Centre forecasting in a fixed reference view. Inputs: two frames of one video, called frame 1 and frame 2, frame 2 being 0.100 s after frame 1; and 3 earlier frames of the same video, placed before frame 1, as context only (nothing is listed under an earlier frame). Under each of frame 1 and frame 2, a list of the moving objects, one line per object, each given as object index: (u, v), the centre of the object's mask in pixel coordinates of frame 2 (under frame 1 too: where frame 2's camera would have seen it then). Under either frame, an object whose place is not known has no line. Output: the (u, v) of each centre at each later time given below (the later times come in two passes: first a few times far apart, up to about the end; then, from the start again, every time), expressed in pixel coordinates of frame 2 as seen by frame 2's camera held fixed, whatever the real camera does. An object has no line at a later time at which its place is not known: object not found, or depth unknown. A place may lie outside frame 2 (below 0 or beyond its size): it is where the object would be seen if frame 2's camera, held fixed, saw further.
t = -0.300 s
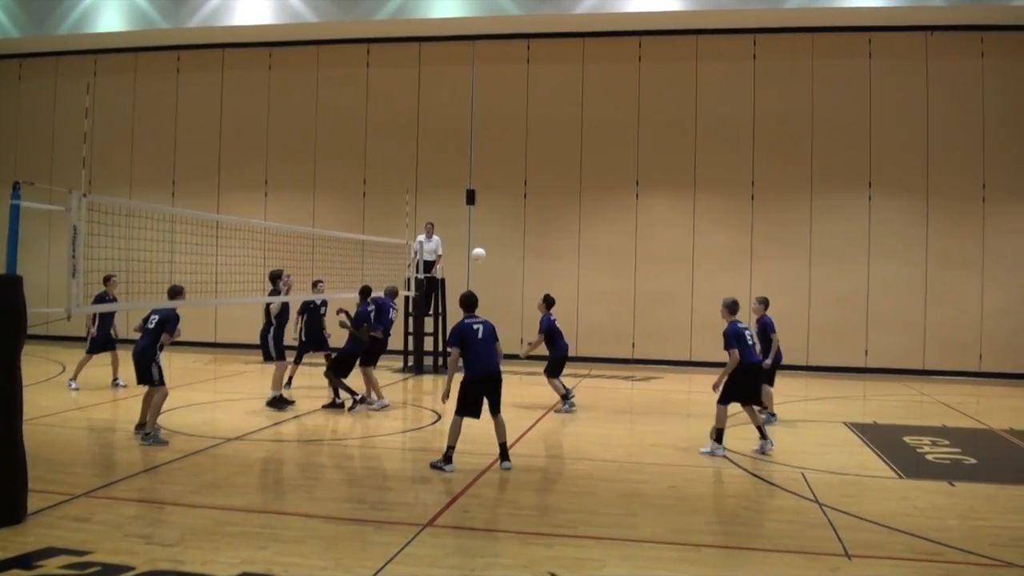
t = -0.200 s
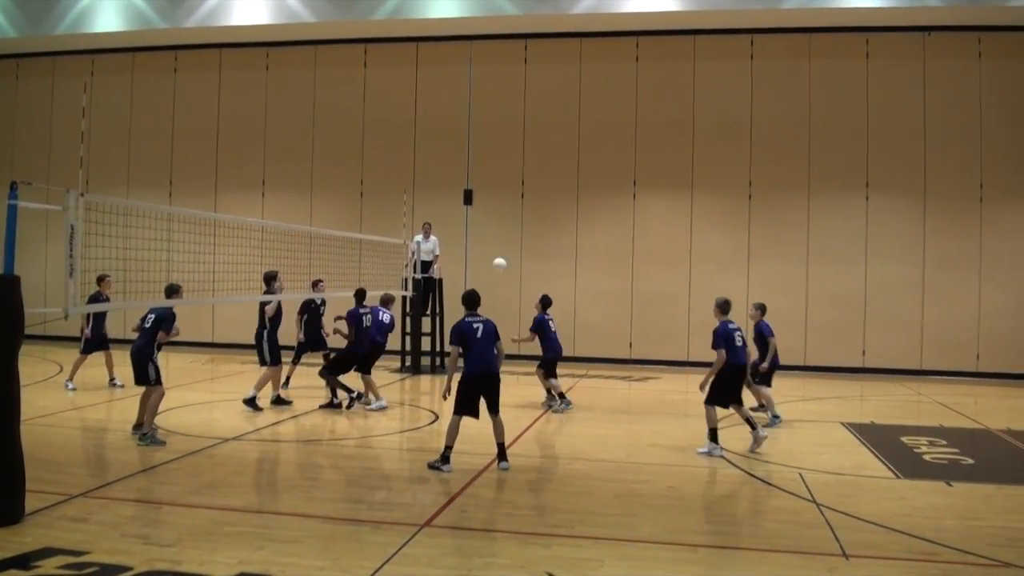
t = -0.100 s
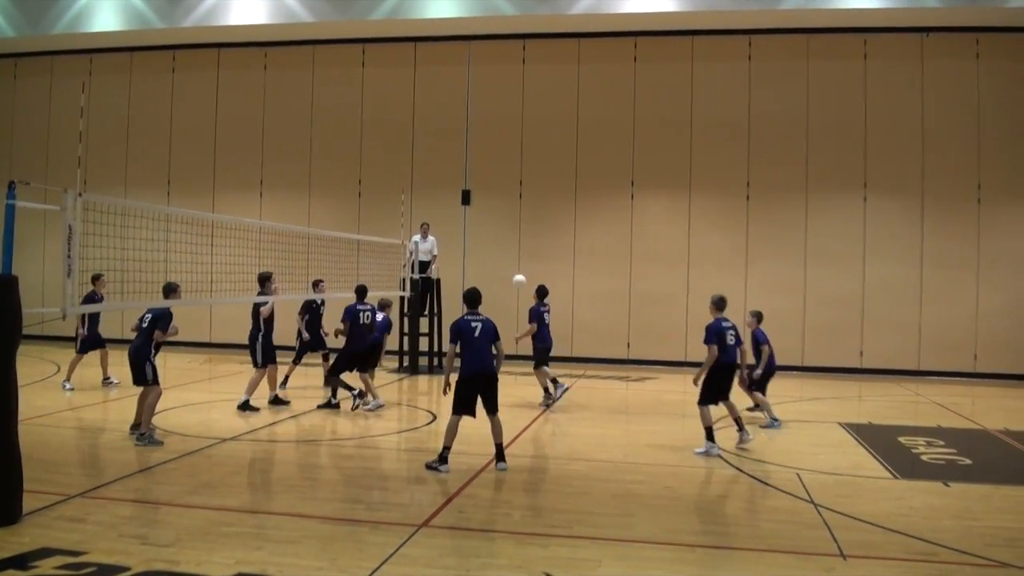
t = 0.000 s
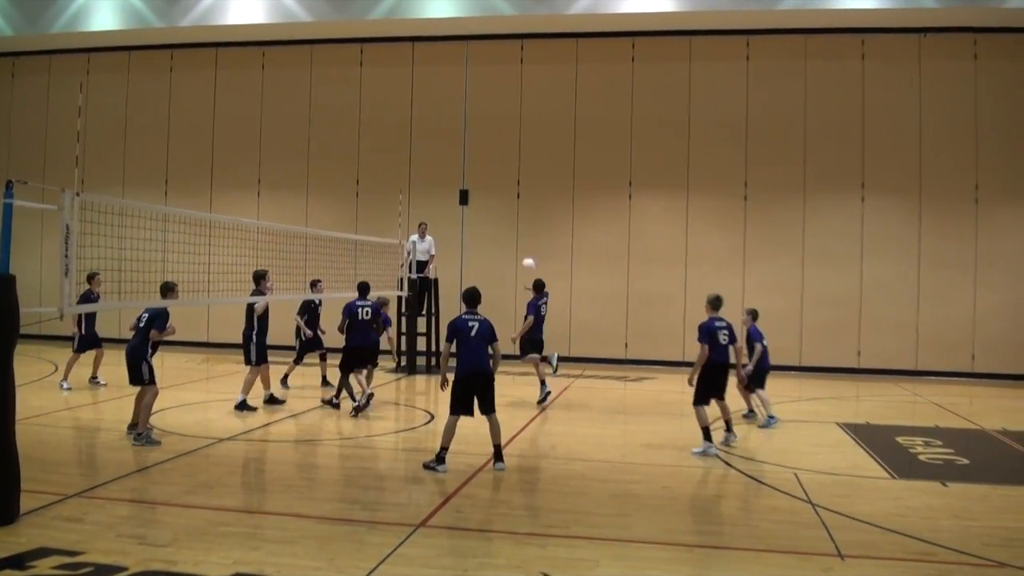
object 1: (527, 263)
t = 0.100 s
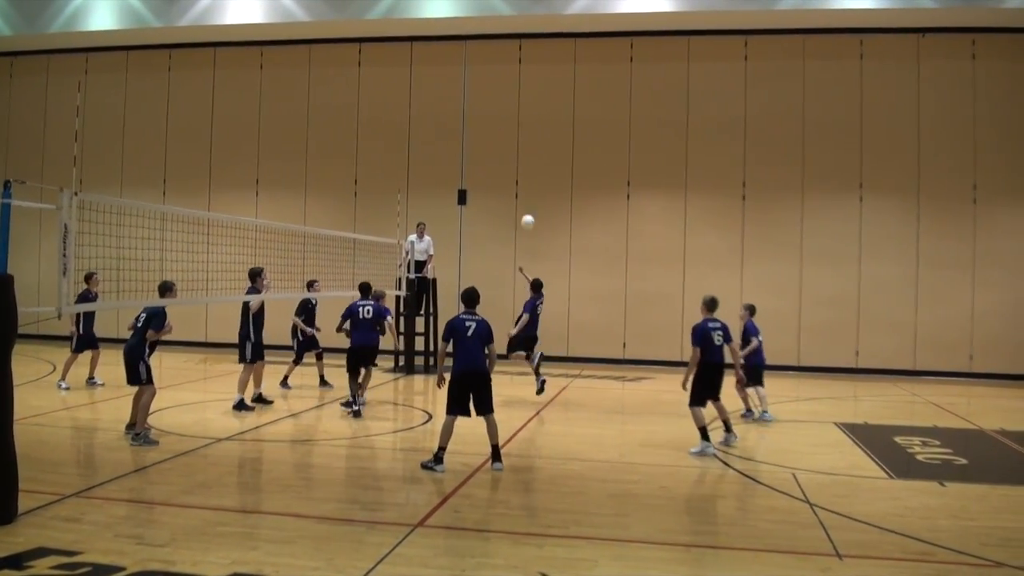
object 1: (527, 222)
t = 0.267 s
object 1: (529, 165)
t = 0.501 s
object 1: (531, 116)
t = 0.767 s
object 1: (533, 101)
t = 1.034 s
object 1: (535, 129)
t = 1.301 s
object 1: (534, 199)
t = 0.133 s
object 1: (527, 209)
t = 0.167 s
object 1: (528, 197)
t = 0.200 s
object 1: (529, 185)
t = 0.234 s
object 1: (529, 175)
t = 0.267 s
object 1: (529, 165)
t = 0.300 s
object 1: (529, 156)
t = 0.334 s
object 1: (529, 147)
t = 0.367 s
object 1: (530, 139)
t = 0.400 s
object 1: (530, 133)
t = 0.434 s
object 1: (531, 126)
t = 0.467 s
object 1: (531, 121)
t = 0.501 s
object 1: (531, 116)
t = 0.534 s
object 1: (531, 111)
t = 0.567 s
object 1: (532, 108)
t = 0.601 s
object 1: (532, 105)
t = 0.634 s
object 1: (532, 103)
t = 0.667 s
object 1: (533, 101)
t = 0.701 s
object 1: (533, 100)
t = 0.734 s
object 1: (533, 100)
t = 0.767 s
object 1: (533, 101)
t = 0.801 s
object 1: (534, 102)
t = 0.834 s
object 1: (534, 103)
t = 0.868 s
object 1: (534, 106)
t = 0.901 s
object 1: (534, 109)
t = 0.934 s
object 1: (535, 113)
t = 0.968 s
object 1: (535, 118)
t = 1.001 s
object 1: (535, 123)
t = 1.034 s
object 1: (535, 129)
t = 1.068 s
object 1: (535, 135)
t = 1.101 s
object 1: (535, 142)
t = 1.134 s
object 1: (535, 151)
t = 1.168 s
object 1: (535, 159)
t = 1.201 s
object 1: (534, 168)
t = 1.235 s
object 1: (534, 178)
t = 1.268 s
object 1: (534, 188)
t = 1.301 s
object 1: (534, 199)
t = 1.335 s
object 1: (534, 211)
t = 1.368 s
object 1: (533, 223)
